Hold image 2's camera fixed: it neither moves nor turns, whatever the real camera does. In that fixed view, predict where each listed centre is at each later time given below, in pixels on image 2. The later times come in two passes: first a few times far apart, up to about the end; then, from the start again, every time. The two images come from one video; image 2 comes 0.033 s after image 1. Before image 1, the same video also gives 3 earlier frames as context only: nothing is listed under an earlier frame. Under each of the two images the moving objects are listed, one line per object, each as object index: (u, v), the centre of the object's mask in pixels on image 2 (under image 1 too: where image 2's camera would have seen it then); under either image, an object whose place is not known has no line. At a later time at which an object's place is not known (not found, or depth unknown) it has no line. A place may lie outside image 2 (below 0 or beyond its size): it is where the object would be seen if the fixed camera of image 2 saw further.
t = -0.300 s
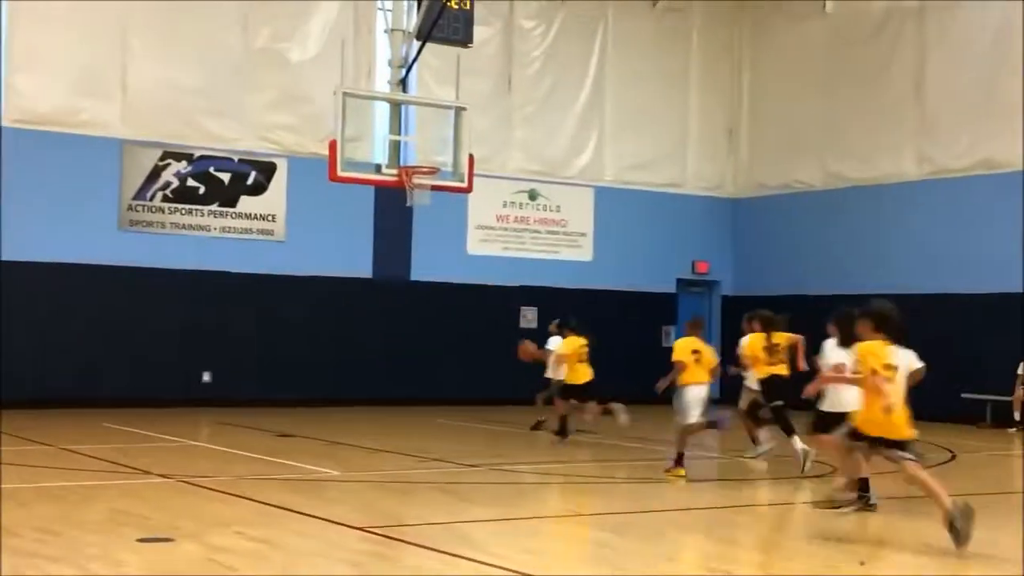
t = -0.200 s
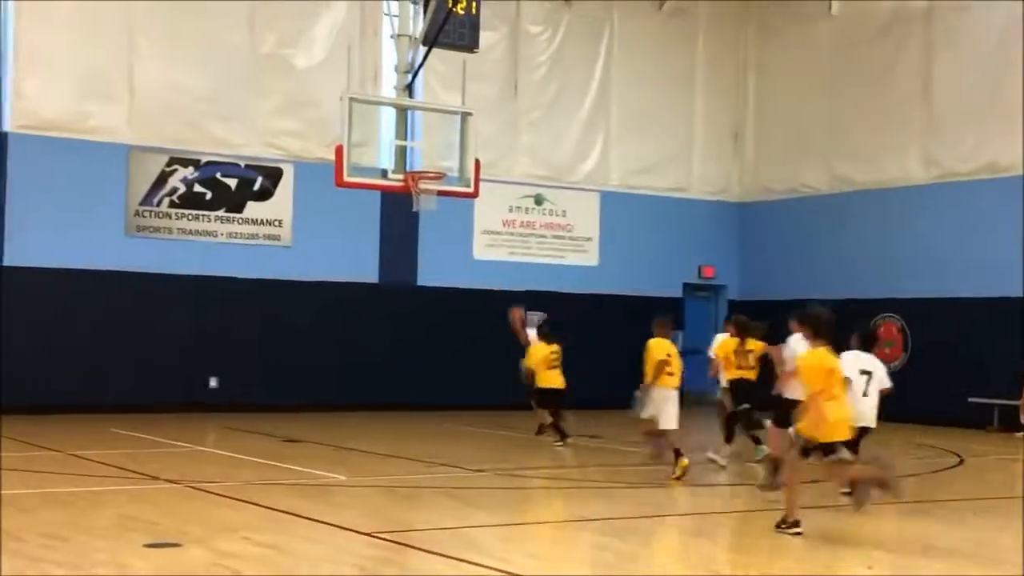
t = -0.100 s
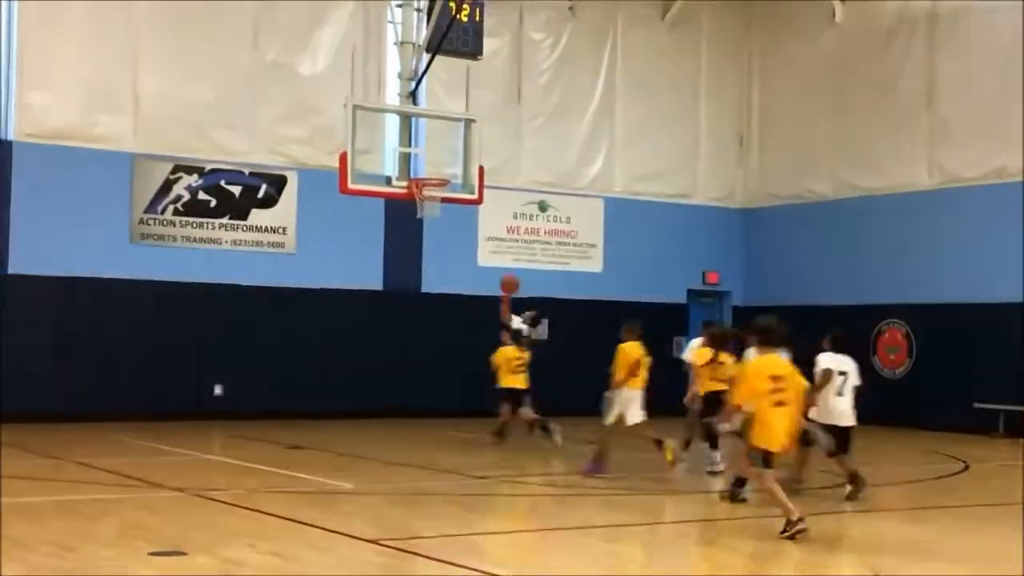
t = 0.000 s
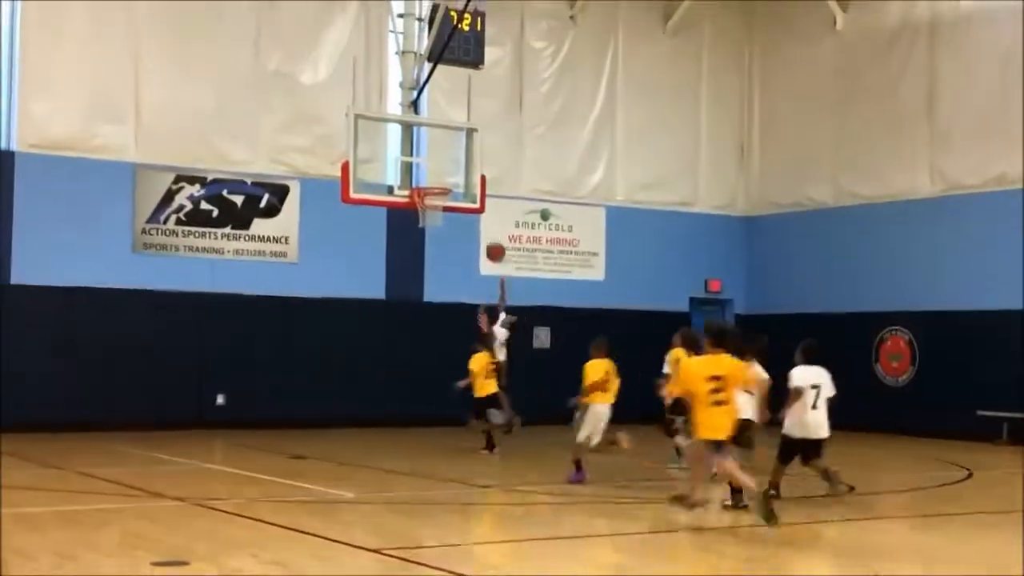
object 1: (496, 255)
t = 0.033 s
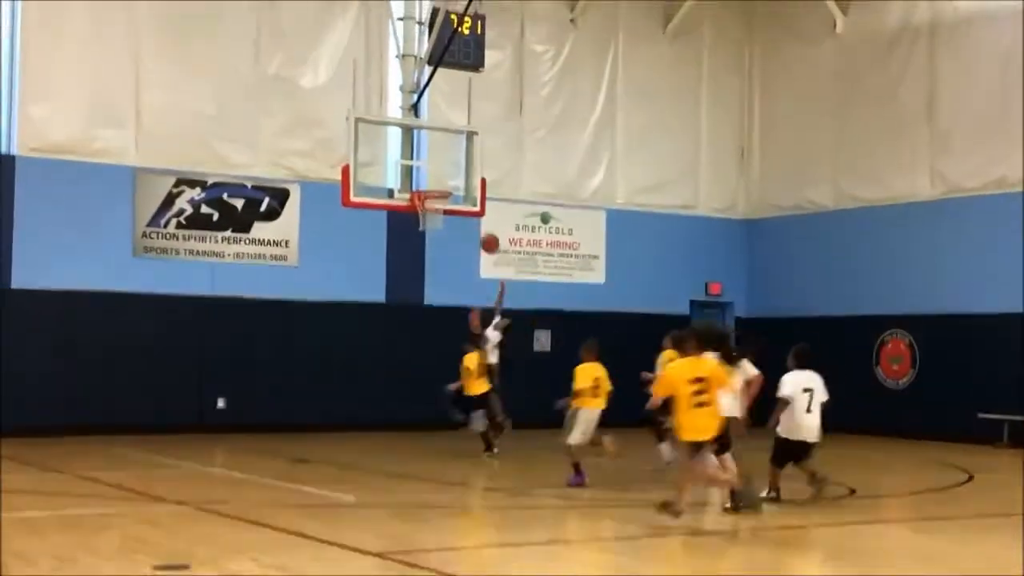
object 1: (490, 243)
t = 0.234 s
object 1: (455, 189)
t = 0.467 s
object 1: (434, 171)
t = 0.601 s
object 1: (431, 182)
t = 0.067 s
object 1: (483, 231)
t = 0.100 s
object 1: (478, 221)
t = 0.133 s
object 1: (471, 213)
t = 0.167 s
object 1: (466, 203)
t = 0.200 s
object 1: (460, 196)
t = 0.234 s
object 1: (455, 189)
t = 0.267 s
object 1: (449, 183)
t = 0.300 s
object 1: (443, 178)
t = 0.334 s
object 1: (438, 174)
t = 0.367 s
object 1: (437, 172)
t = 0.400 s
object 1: (436, 171)
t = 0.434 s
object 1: (435, 171)
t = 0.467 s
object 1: (434, 171)
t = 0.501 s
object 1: (434, 173)
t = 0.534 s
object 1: (432, 175)
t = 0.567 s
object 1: (432, 178)
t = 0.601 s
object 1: (431, 182)
